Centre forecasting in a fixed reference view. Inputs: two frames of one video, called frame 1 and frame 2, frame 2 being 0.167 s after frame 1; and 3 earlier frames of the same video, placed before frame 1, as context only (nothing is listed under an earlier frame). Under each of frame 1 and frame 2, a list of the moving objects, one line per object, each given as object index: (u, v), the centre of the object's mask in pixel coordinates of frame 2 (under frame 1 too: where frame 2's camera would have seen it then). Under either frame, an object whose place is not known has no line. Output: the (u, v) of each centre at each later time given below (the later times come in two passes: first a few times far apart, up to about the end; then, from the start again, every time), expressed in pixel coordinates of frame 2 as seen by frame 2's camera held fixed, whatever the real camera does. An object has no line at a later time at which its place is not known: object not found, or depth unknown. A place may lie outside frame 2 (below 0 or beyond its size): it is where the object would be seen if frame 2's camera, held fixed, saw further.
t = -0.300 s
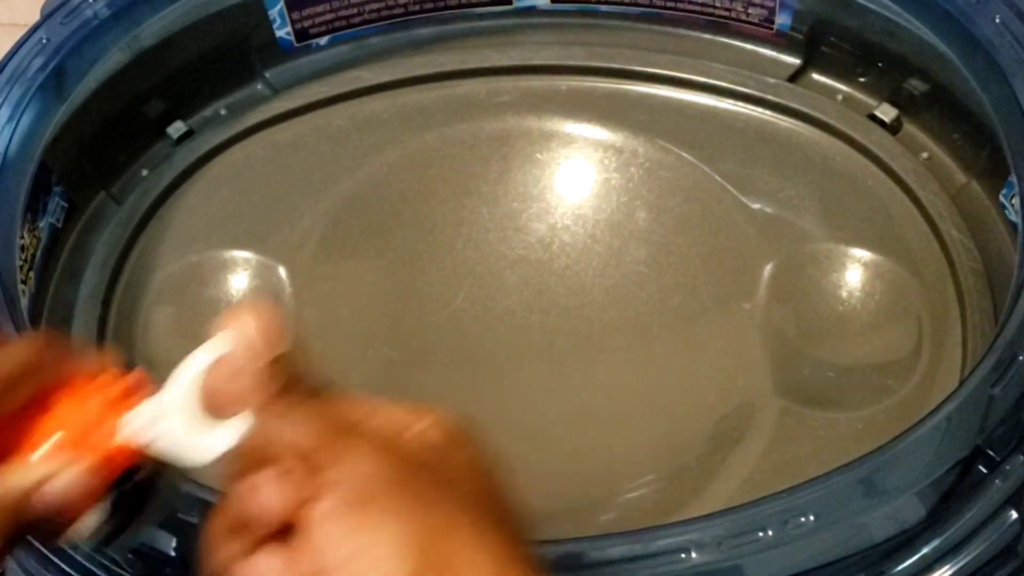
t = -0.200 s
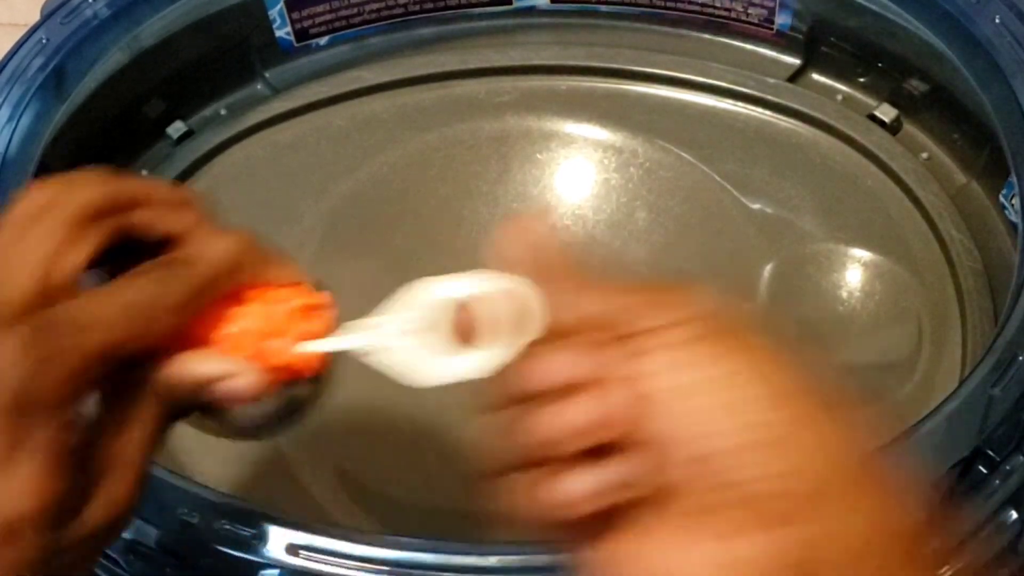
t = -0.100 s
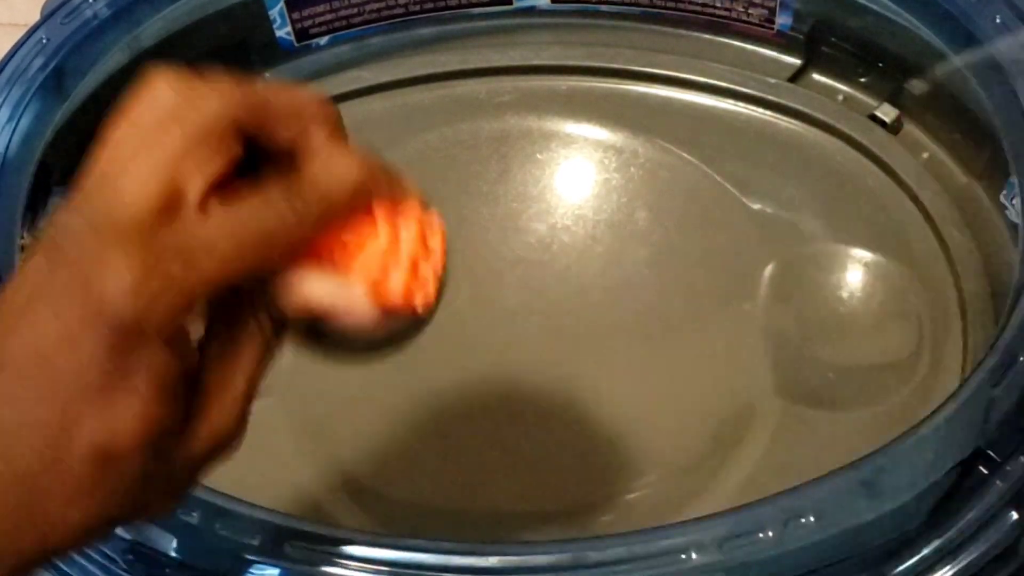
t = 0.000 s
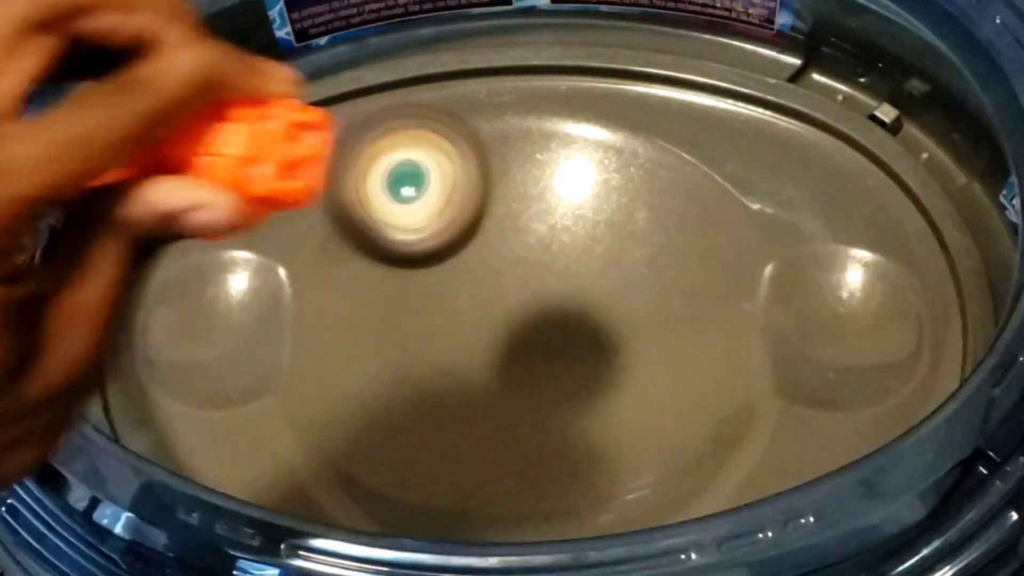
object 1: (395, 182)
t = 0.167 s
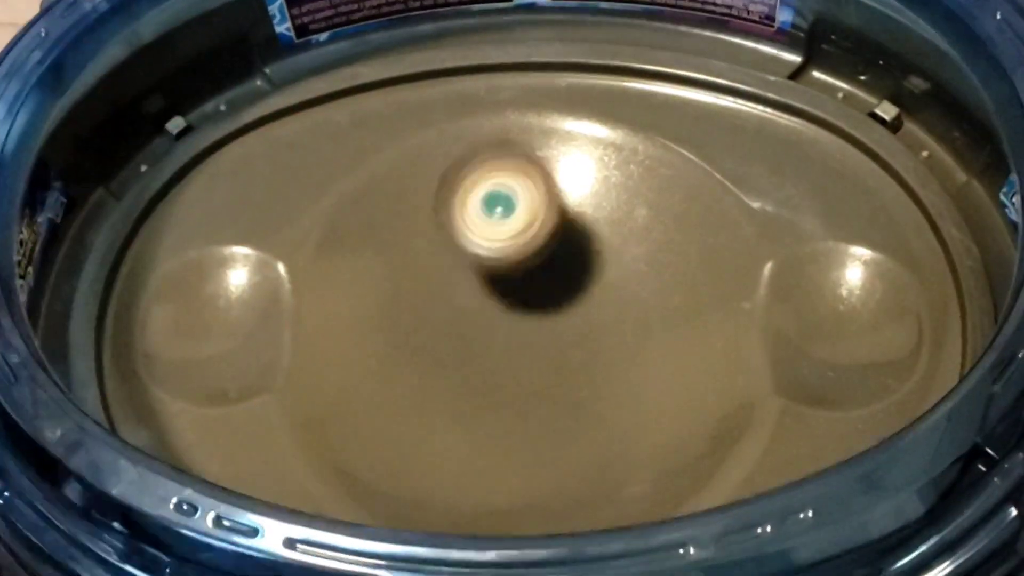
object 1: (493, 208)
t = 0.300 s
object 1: (561, 216)
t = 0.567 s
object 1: (515, 357)
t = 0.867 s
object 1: (382, 284)
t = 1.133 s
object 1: (525, 248)
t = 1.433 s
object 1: (496, 418)
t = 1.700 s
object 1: (370, 329)
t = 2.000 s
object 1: (549, 302)
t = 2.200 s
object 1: (576, 408)
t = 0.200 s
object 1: (511, 189)
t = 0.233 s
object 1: (521, 184)
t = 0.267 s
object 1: (543, 194)
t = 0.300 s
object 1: (561, 216)
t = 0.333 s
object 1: (566, 230)
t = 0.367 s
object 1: (571, 246)
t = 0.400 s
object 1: (573, 268)
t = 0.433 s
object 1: (569, 286)
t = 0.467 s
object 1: (562, 305)
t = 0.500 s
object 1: (552, 325)
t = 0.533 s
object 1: (533, 343)
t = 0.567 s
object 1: (515, 357)
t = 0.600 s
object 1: (491, 366)
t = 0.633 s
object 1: (475, 372)
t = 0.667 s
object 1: (452, 370)
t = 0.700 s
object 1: (433, 363)
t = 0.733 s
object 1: (417, 352)
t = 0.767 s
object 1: (399, 338)
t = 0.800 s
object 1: (388, 320)
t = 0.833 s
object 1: (382, 302)
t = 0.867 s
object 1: (382, 284)
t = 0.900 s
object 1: (387, 266)
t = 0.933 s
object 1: (398, 250)
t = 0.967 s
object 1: (414, 236)
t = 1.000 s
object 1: (435, 226)
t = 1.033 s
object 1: (458, 222)
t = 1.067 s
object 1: (483, 225)
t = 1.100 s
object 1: (504, 233)
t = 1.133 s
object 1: (525, 248)
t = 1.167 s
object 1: (543, 264)
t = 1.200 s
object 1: (552, 287)
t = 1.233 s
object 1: (558, 312)
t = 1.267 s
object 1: (559, 339)
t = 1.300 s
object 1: (554, 361)
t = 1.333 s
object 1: (545, 380)
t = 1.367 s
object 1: (536, 397)
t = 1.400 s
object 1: (517, 410)
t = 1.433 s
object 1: (496, 418)
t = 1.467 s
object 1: (471, 421)
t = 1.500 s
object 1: (447, 421)
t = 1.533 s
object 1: (420, 413)
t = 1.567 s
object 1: (403, 402)
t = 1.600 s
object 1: (388, 387)
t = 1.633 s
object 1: (375, 370)
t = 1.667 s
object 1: (370, 352)
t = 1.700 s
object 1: (370, 329)
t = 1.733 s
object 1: (376, 308)
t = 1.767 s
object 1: (389, 290)
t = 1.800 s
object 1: (404, 275)
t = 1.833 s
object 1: (431, 266)
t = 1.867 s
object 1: (455, 263)
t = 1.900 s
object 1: (479, 265)
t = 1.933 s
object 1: (505, 272)
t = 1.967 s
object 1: (528, 286)
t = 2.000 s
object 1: (549, 302)
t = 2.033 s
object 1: (567, 320)
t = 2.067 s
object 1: (581, 341)
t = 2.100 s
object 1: (584, 361)
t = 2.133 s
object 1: (582, 378)
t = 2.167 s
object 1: (578, 396)
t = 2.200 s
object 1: (576, 408)
